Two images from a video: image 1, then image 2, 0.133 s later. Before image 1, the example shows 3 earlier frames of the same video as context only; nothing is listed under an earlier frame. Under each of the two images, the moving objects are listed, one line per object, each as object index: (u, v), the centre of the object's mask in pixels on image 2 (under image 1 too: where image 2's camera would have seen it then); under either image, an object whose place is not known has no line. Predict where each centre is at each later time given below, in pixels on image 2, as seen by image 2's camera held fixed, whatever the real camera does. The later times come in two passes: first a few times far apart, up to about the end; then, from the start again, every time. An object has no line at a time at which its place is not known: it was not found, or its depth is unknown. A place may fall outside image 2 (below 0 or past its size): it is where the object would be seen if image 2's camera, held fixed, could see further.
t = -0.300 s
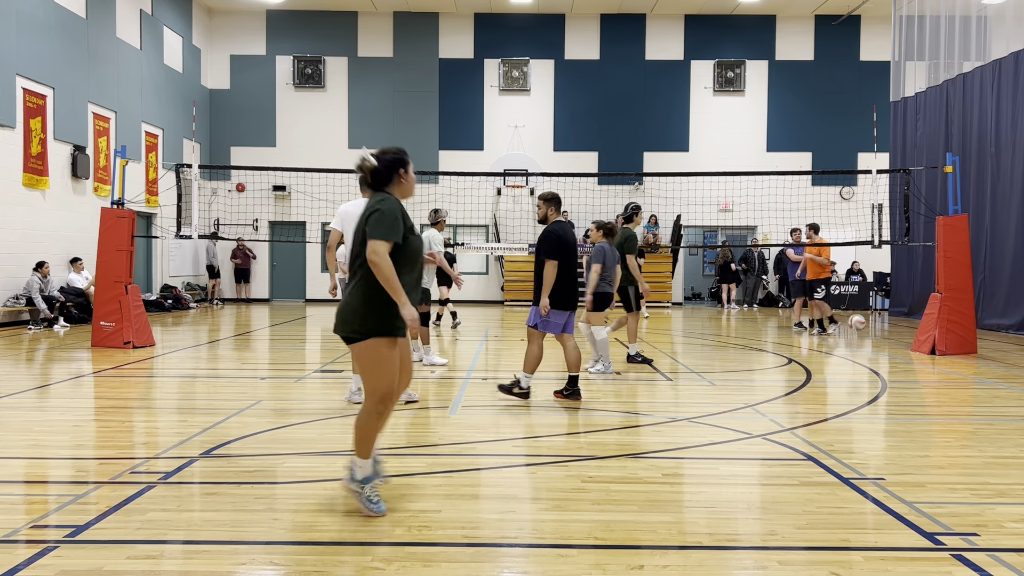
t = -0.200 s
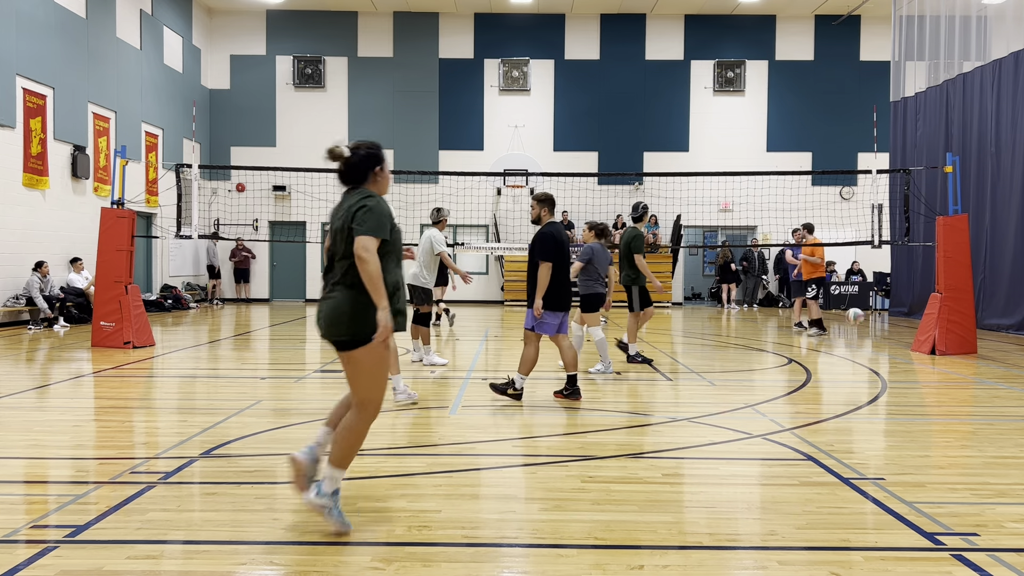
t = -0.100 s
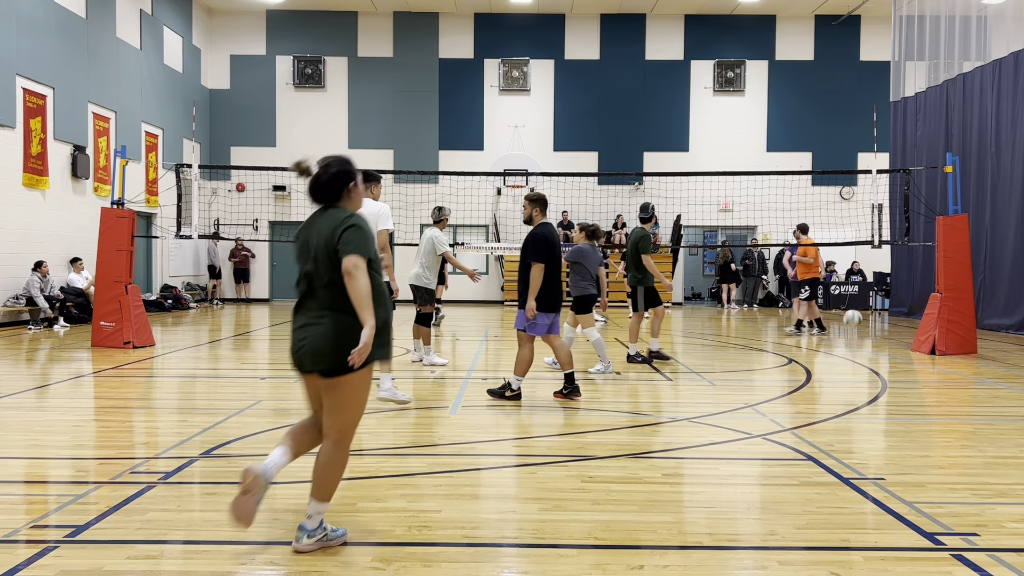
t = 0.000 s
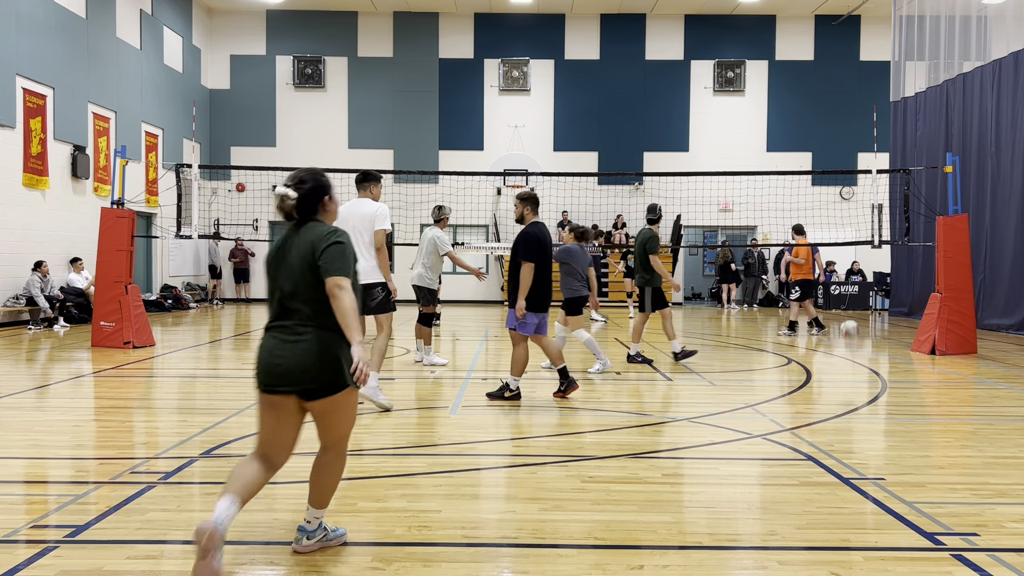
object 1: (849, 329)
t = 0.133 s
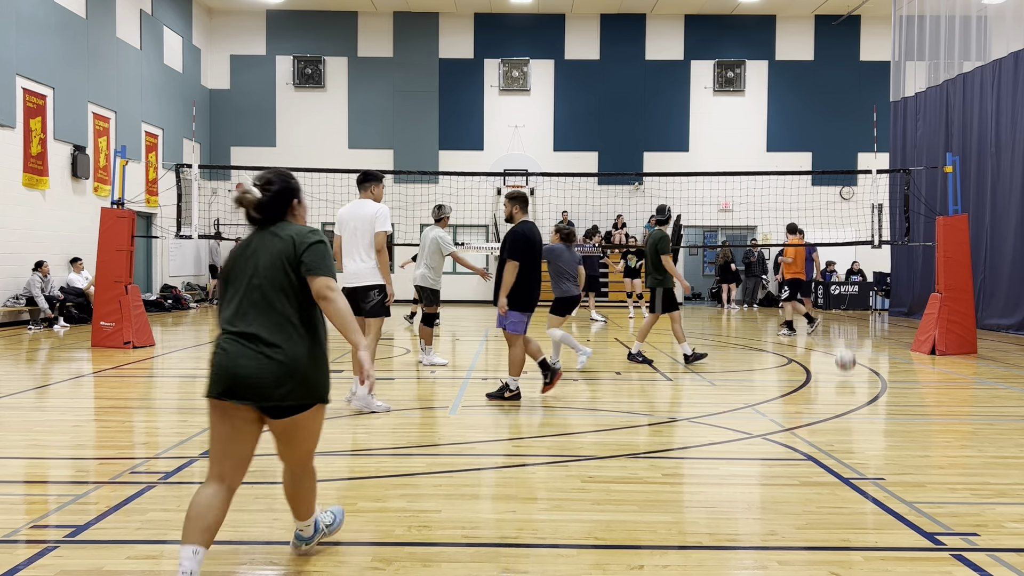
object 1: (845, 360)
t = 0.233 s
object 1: (843, 355)
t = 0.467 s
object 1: (837, 353)
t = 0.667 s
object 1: (830, 392)
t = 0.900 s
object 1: (821, 386)
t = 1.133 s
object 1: (809, 422)
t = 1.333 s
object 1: (794, 434)
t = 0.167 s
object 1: (844, 365)
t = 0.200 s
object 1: (844, 360)
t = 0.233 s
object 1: (843, 355)
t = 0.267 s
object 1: (842, 351)
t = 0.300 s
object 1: (842, 349)
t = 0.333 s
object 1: (841, 347)
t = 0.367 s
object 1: (840, 347)
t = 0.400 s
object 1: (839, 348)
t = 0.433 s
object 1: (838, 350)
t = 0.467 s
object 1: (837, 353)
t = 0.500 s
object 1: (836, 357)
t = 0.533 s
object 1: (835, 364)
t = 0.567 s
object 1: (833, 371)
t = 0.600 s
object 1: (832, 380)
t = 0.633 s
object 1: (831, 391)
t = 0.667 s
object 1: (830, 392)
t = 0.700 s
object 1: (829, 387)
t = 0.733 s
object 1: (827, 383)
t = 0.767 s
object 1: (826, 381)
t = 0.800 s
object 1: (825, 380)
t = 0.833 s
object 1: (824, 381)
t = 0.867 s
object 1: (823, 383)
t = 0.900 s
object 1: (821, 386)
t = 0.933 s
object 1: (820, 391)
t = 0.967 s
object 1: (818, 399)
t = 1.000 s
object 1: (816, 408)
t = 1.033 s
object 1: (815, 419)
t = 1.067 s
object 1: (813, 432)
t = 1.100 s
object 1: (811, 426)
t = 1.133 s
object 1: (809, 422)
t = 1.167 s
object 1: (807, 419)
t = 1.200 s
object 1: (805, 418)
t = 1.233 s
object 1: (802, 419)
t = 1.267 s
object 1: (800, 422)
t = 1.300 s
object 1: (797, 427)
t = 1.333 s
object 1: (794, 434)
